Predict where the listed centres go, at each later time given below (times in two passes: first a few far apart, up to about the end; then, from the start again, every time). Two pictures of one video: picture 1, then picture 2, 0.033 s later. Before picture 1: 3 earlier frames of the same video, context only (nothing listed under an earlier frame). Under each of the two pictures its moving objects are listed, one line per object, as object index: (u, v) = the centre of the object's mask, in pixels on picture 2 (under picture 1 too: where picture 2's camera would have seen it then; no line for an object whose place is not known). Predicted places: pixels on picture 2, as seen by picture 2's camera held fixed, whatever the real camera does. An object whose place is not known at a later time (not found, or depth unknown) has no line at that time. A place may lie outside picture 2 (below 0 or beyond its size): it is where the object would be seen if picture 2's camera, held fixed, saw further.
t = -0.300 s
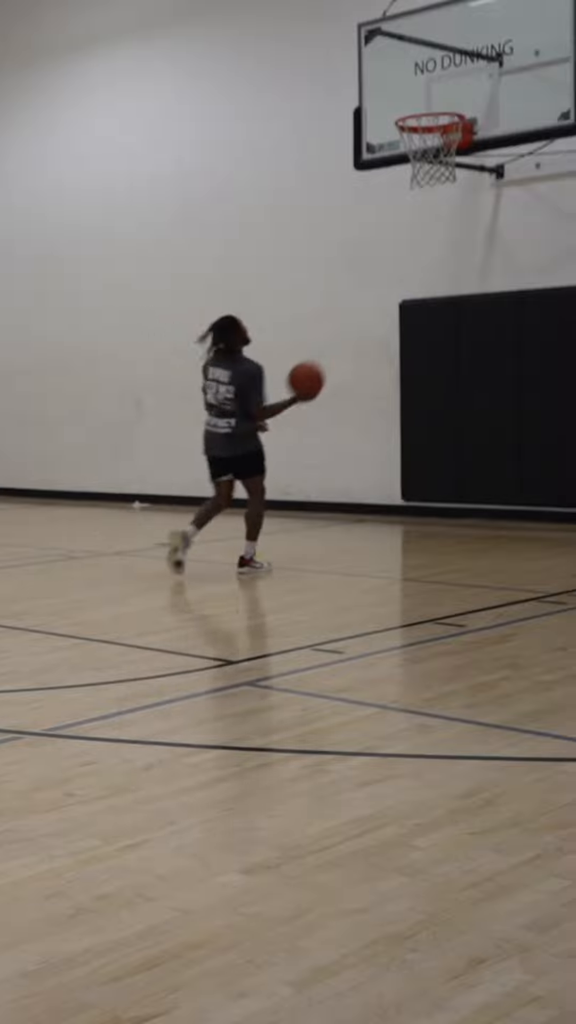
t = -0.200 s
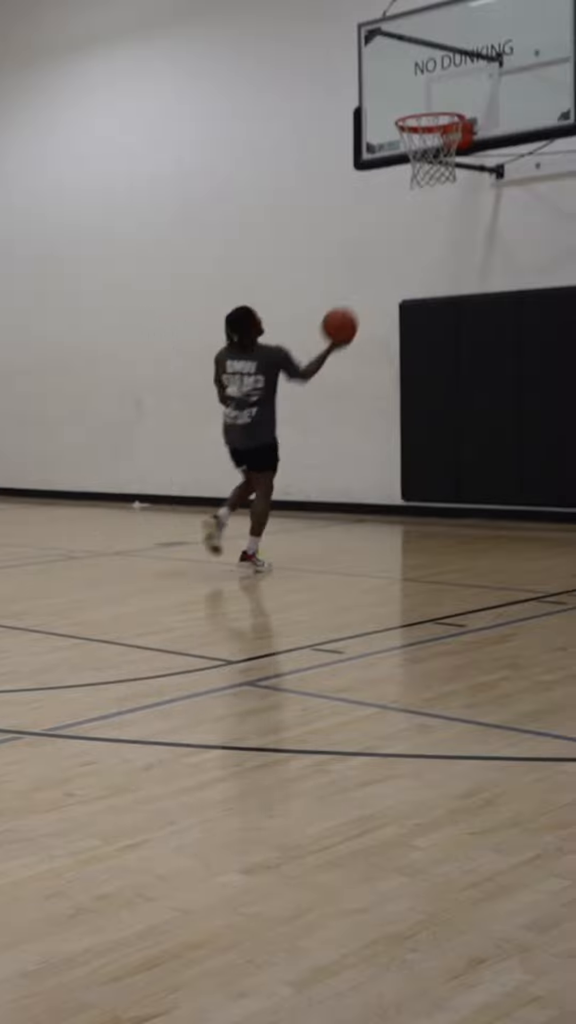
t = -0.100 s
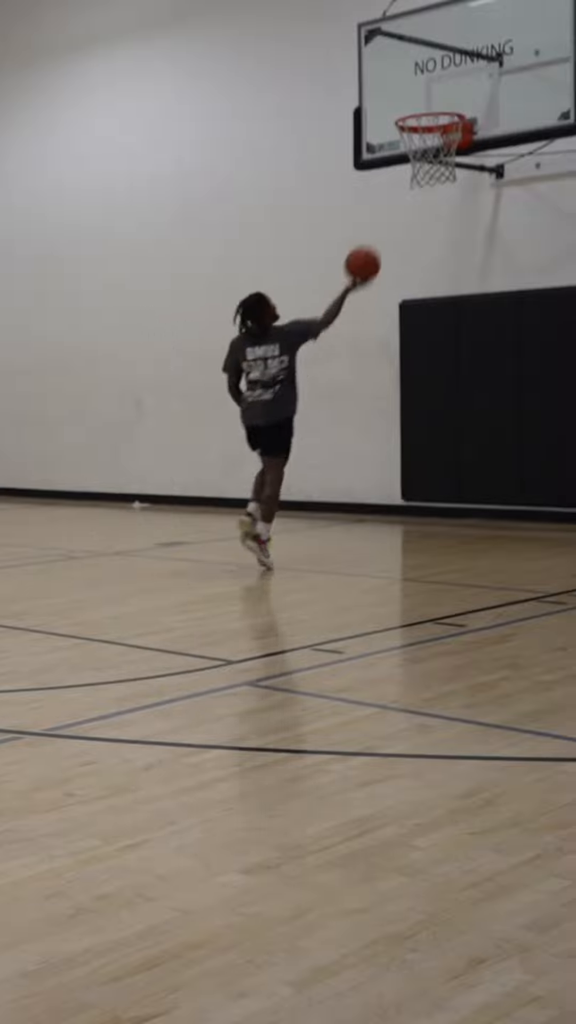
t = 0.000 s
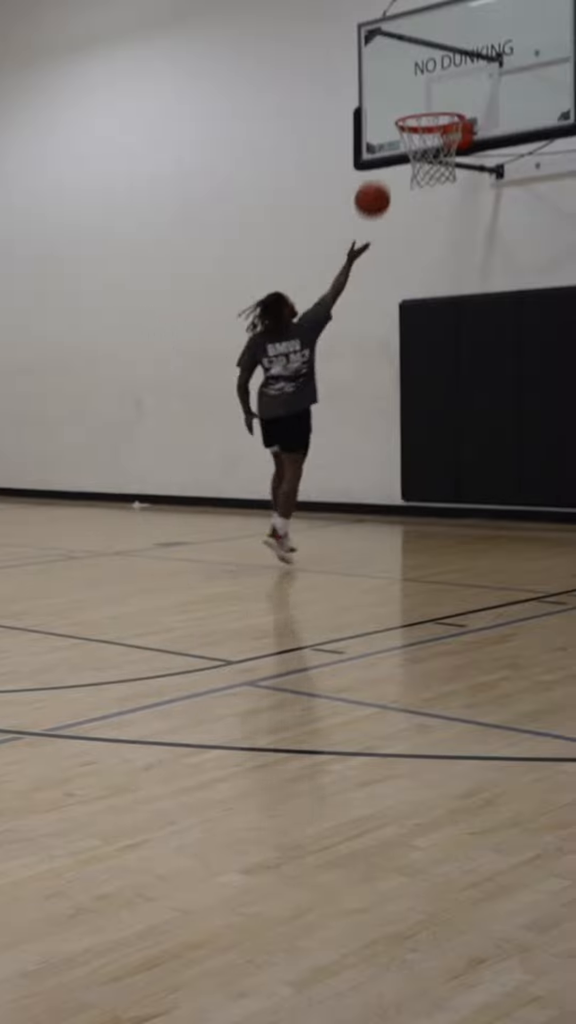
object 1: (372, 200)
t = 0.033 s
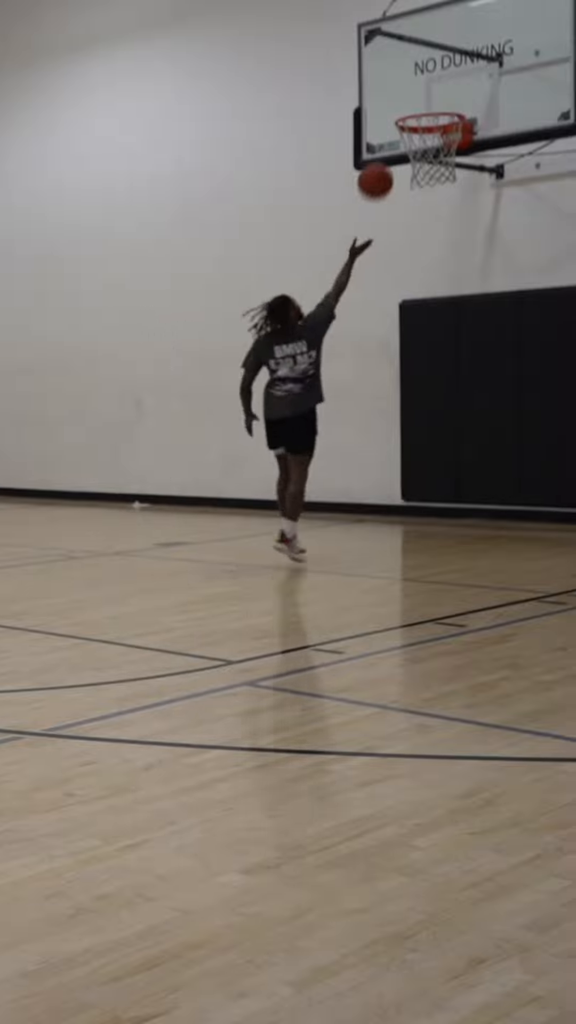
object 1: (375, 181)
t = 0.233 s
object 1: (393, 106)
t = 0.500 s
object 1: (418, 98)
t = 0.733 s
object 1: (444, 158)
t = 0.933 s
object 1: (453, 228)
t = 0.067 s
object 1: (378, 165)
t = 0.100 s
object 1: (381, 151)
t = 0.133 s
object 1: (384, 137)
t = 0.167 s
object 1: (388, 124)
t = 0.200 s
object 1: (390, 114)
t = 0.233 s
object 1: (393, 106)
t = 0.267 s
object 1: (396, 99)
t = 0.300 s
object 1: (400, 94)
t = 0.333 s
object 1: (403, 91)
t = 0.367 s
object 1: (406, 90)
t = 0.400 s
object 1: (409, 90)
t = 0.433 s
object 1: (412, 91)
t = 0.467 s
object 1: (415, 94)
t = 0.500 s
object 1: (418, 98)
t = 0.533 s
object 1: (421, 103)
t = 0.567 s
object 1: (425, 108)
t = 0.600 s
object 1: (429, 116)
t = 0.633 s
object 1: (433, 125)
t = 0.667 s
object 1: (436, 136)
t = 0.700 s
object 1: (442, 144)
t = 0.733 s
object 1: (444, 158)
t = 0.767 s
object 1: (446, 165)
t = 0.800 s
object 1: (447, 176)
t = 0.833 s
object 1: (449, 187)
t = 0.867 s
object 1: (450, 199)
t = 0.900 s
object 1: (452, 213)
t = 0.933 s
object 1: (453, 228)
